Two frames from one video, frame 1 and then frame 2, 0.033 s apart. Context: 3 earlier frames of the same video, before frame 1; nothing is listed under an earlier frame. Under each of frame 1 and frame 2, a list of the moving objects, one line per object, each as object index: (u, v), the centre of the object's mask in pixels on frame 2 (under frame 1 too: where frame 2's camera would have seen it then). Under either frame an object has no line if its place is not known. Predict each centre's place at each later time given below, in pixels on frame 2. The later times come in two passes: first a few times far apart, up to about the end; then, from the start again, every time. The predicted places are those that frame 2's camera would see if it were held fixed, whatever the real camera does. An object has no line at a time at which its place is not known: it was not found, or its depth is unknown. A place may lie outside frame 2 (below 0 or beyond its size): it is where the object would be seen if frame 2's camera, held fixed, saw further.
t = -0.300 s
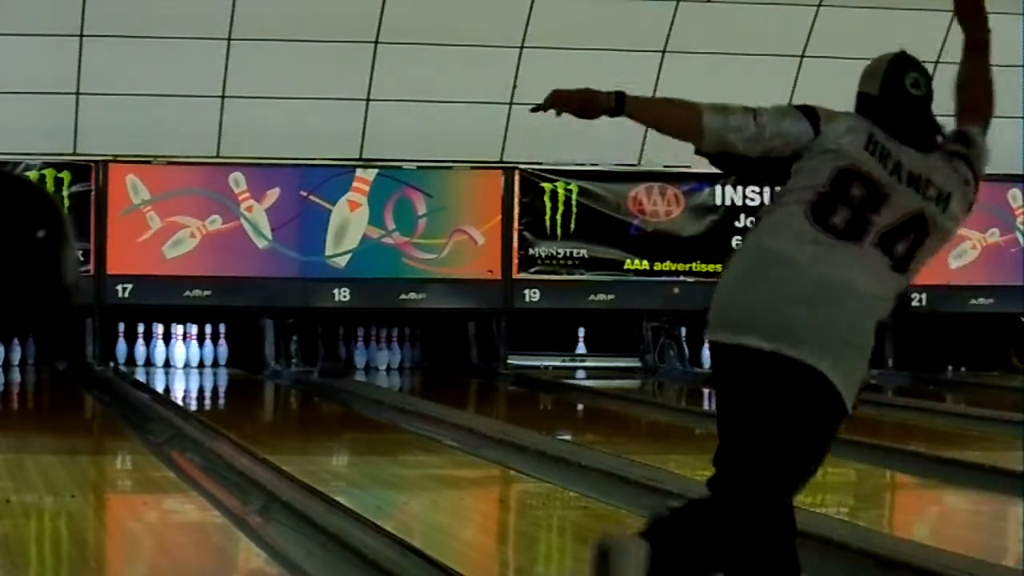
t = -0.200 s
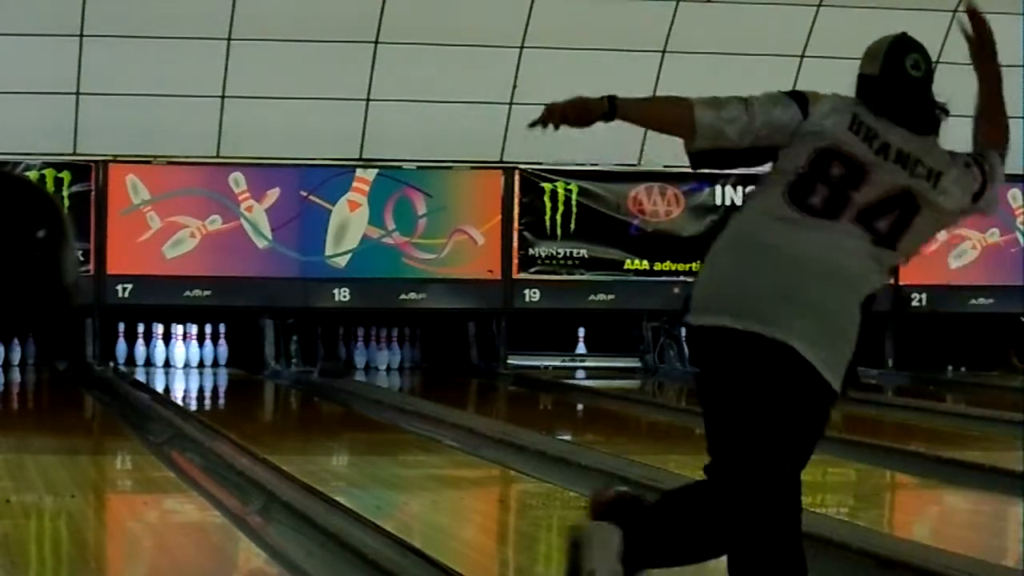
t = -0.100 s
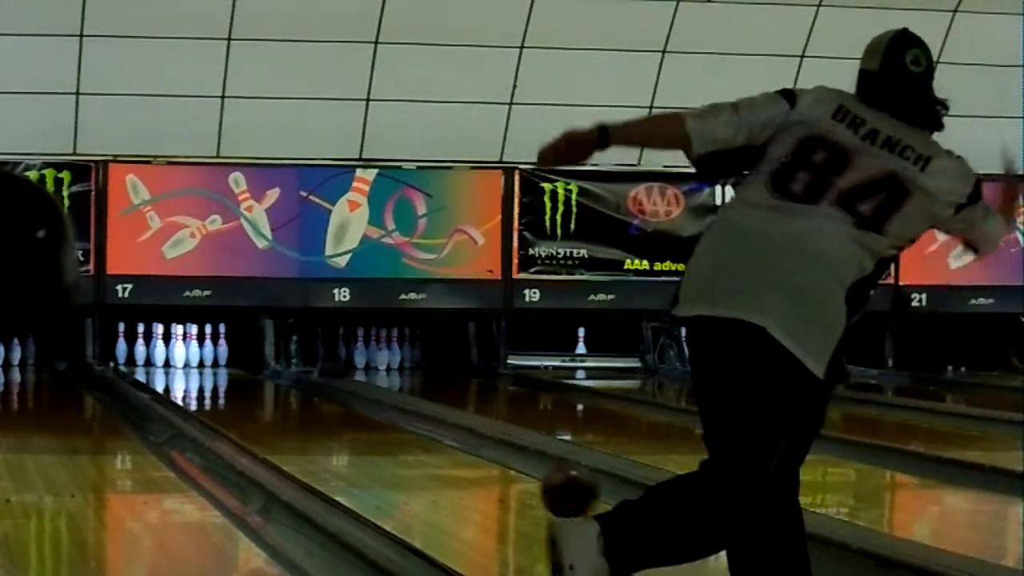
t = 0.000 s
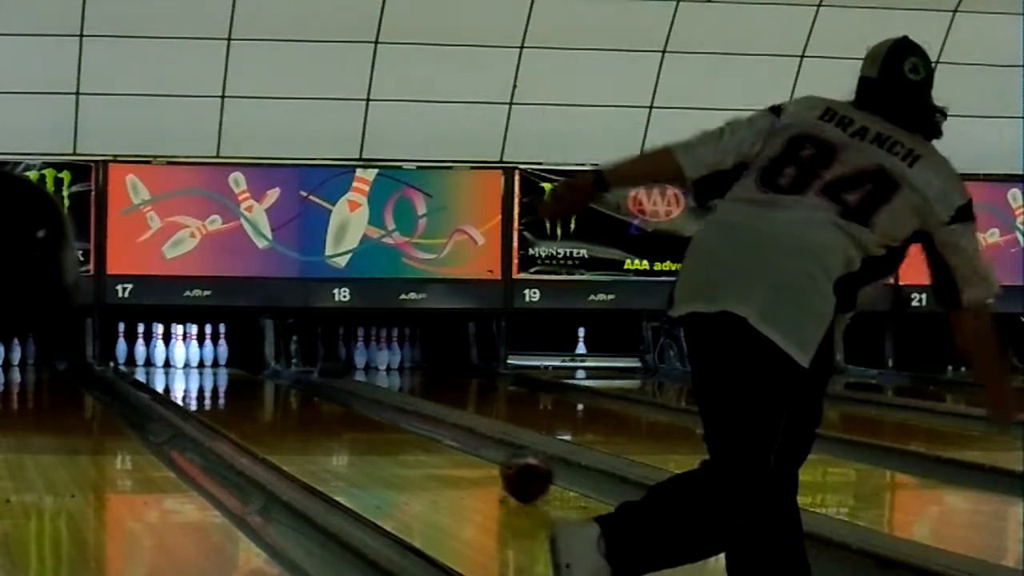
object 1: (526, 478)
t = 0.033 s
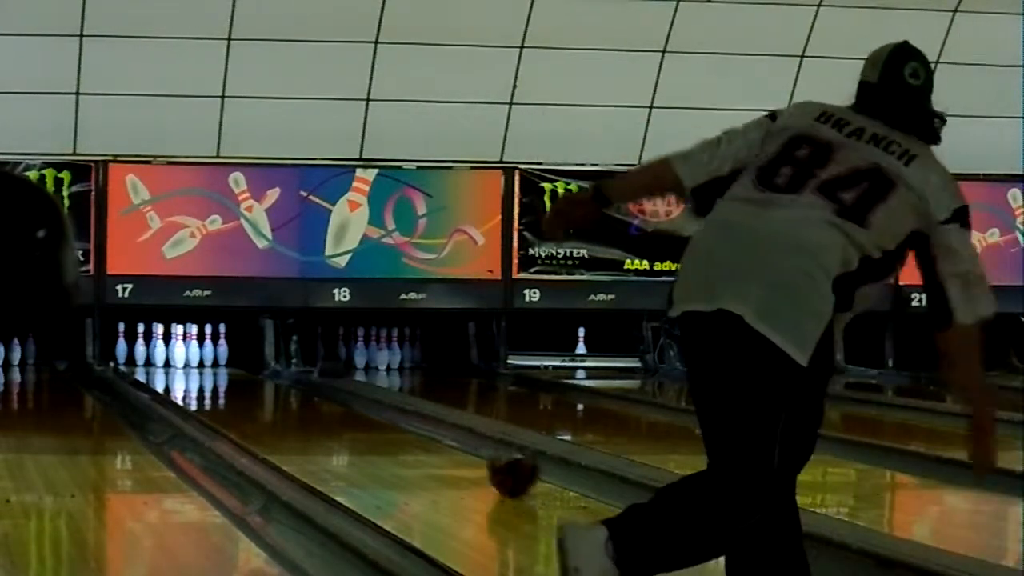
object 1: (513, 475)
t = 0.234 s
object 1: (446, 445)
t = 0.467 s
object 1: (386, 423)
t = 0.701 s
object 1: (337, 404)
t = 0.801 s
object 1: (318, 400)
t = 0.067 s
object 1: (500, 468)
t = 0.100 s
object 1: (488, 461)
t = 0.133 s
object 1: (478, 456)
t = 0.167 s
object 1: (467, 452)
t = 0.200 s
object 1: (457, 452)
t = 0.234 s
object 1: (446, 445)
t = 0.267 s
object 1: (438, 443)
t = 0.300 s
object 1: (428, 441)
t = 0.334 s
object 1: (419, 434)
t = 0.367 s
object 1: (411, 433)
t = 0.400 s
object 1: (401, 426)
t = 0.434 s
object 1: (393, 427)
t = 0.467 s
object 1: (386, 423)
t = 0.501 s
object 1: (379, 422)
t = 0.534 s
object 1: (370, 417)
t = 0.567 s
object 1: (363, 414)
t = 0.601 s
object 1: (357, 413)
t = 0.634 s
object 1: (349, 408)
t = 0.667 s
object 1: (345, 408)
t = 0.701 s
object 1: (337, 404)
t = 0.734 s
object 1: (332, 404)
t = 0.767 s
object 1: (325, 403)
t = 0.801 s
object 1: (318, 400)
